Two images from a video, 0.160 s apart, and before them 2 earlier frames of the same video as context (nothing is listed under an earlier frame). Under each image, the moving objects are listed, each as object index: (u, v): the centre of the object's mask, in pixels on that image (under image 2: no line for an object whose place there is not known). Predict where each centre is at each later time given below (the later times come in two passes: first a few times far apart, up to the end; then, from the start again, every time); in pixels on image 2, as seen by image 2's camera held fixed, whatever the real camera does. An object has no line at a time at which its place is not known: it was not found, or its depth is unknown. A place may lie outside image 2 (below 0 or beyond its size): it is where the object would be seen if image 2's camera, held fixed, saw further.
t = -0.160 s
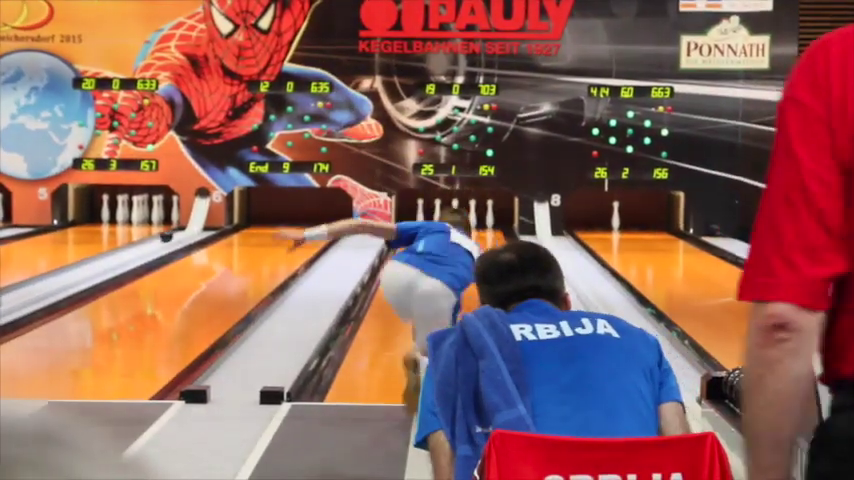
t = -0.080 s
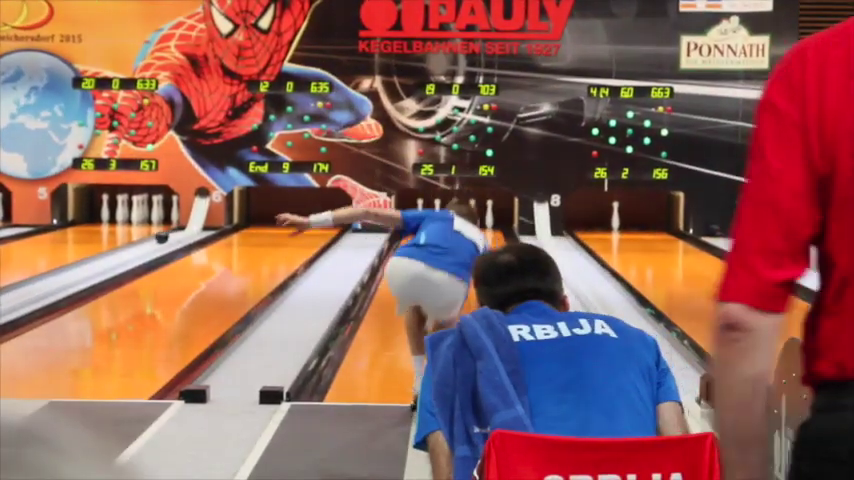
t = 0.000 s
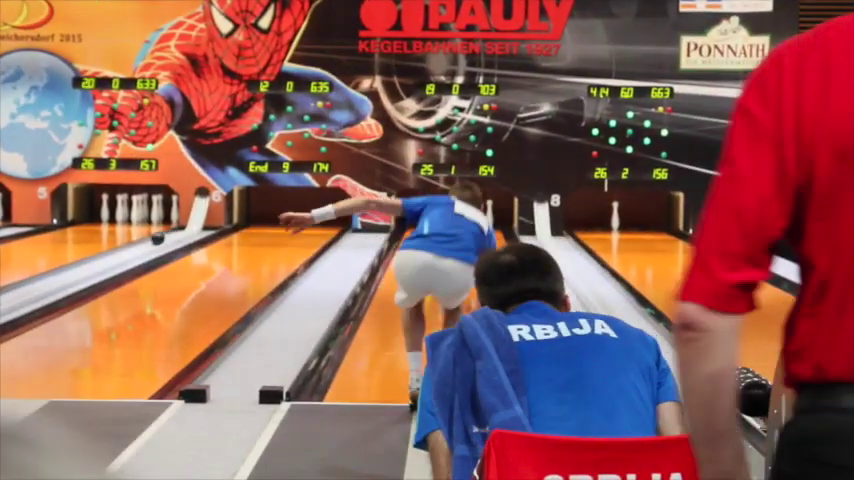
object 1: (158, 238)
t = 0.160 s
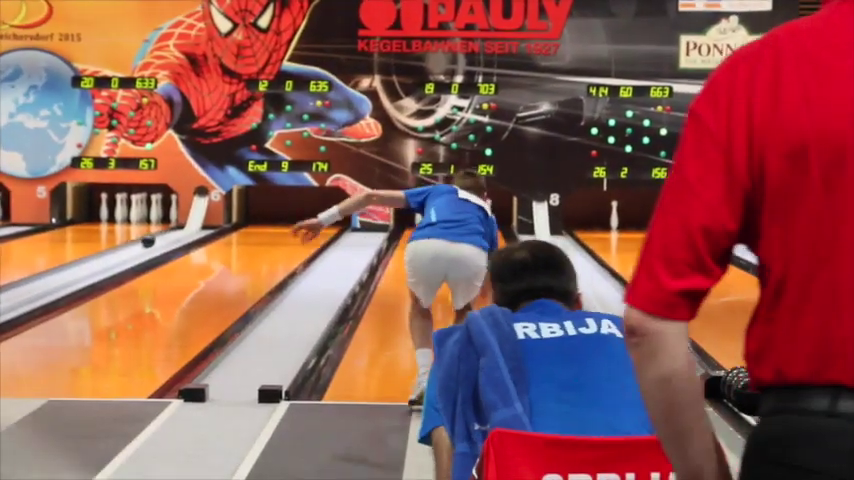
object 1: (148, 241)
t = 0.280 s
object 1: (141, 244)
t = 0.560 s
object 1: (126, 249)
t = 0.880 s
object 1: (107, 256)
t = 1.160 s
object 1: (88, 263)
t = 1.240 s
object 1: (83, 265)
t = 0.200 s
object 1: (146, 242)
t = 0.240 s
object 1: (144, 243)
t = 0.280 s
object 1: (141, 244)
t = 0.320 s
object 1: (139, 245)
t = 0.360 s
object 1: (137, 246)
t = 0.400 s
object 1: (135, 247)
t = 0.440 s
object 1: (132, 247)
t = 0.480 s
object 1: (131, 248)
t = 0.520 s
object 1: (128, 248)
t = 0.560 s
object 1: (126, 249)
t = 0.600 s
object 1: (124, 250)
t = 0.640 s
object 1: (121, 251)
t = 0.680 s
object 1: (119, 252)
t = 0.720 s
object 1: (117, 252)
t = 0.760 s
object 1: (114, 253)
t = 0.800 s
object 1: (112, 254)
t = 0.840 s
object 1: (110, 255)
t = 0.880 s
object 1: (107, 256)
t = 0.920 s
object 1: (104, 257)
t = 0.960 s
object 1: (102, 258)
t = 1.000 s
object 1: (99, 259)
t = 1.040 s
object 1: (97, 260)
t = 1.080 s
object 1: (94, 261)
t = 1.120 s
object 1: (91, 261)
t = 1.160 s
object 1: (88, 263)
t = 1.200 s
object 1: (86, 264)
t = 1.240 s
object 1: (83, 265)
